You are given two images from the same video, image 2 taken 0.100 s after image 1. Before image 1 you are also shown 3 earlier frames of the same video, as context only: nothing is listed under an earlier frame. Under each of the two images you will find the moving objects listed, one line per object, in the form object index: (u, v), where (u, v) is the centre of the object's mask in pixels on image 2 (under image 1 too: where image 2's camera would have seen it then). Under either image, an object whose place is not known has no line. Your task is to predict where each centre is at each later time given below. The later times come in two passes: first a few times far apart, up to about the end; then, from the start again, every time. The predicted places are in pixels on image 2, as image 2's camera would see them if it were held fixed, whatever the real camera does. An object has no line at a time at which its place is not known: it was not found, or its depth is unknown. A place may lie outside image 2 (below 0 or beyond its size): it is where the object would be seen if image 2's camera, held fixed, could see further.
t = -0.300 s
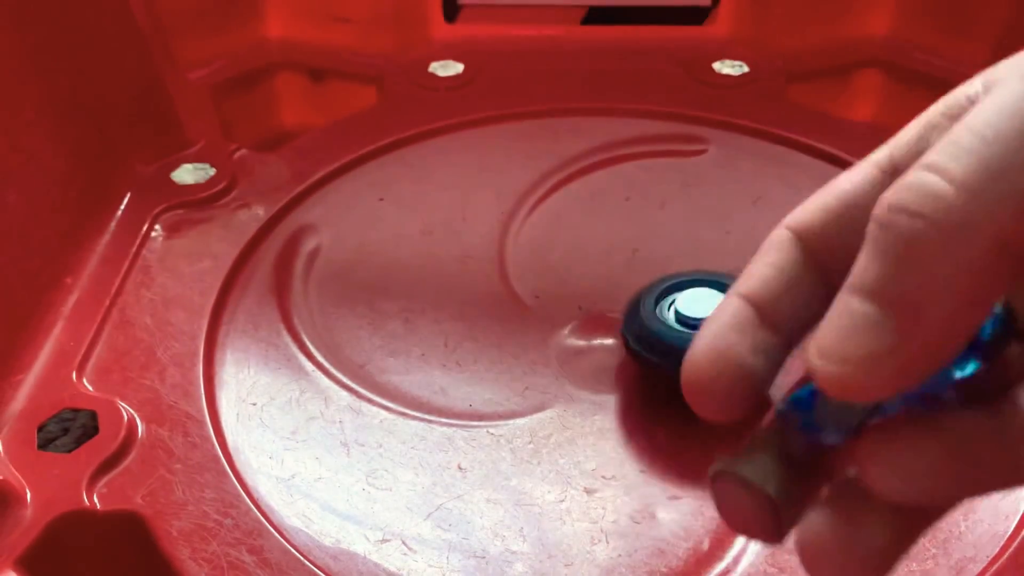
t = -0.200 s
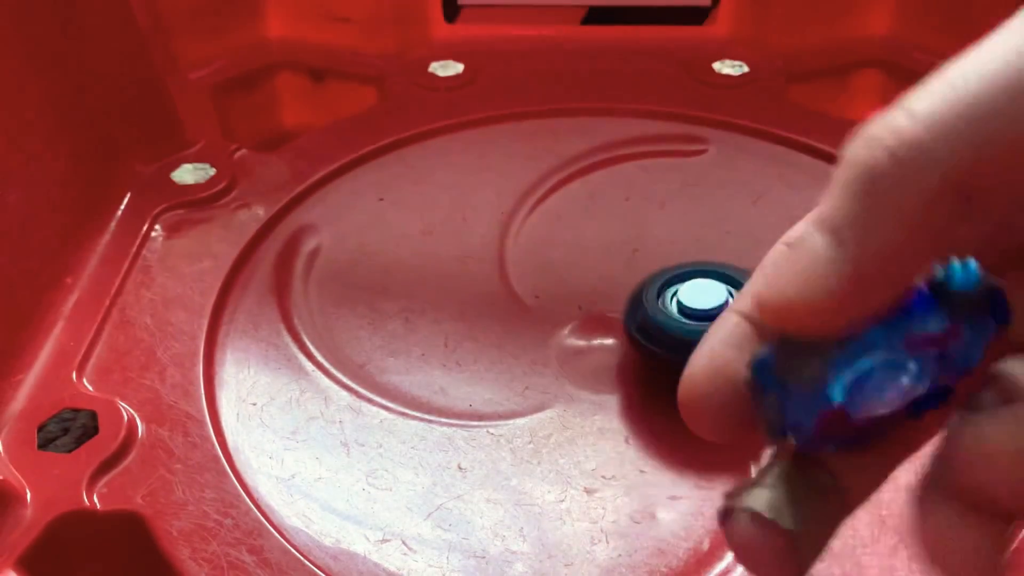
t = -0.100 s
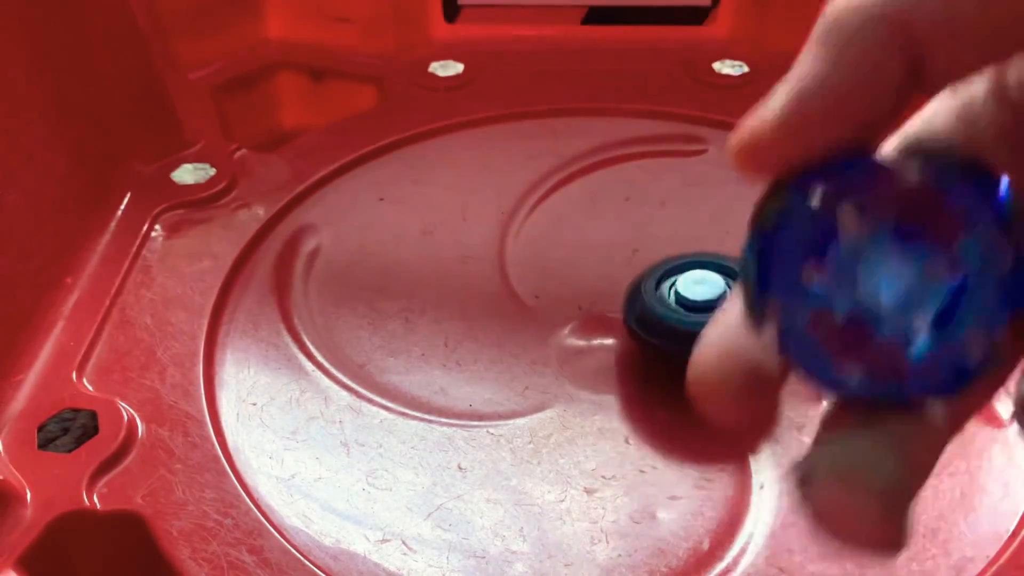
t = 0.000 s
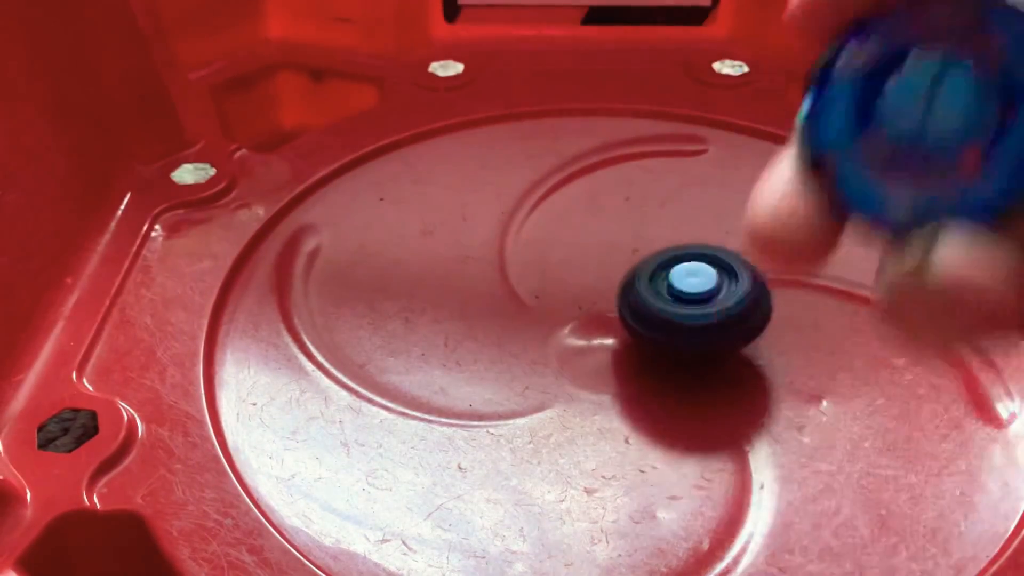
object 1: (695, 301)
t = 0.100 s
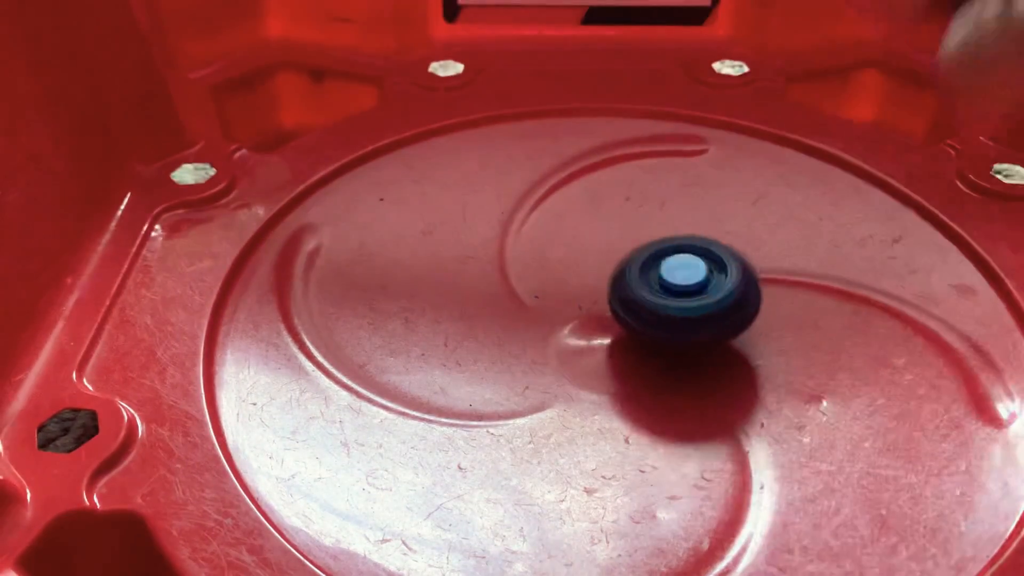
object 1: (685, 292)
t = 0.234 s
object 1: (667, 282)
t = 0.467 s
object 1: (635, 267)
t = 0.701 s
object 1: (600, 263)
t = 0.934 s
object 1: (568, 269)
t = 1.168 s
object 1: (548, 285)
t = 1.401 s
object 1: (543, 307)
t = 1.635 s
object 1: (555, 331)
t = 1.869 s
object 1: (583, 348)
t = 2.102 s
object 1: (620, 356)
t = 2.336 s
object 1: (658, 353)
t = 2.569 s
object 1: (681, 338)
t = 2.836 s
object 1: (692, 314)
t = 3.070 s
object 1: (679, 295)
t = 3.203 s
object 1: (666, 284)
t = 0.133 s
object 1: (681, 289)
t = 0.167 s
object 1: (677, 286)
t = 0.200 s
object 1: (672, 284)
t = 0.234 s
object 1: (667, 282)
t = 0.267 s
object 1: (663, 279)
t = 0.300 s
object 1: (658, 276)
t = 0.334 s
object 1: (653, 274)
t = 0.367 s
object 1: (649, 272)
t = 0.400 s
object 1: (644, 270)
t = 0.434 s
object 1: (640, 269)
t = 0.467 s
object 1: (635, 267)
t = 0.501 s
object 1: (631, 266)
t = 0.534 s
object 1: (625, 266)
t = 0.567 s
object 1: (620, 265)
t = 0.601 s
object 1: (615, 265)
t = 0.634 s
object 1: (610, 264)
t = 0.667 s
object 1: (605, 264)
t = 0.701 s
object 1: (600, 263)
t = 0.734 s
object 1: (595, 264)
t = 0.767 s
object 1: (590, 263)
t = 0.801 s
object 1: (585, 264)
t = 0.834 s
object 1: (581, 265)
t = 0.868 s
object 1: (576, 266)
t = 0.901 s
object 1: (572, 267)
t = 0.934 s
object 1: (568, 269)
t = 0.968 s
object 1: (564, 270)
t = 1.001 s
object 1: (561, 272)
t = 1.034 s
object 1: (558, 275)
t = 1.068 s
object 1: (555, 277)
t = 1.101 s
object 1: (552, 279)
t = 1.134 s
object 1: (550, 282)
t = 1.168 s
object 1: (548, 285)
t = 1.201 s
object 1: (546, 288)
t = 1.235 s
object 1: (545, 291)
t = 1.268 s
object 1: (544, 294)
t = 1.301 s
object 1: (543, 297)
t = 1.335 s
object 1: (542, 300)
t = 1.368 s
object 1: (542, 304)
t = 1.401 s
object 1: (543, 307)
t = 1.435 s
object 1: (543, 310)
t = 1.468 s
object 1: (544, 314)
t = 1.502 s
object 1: (546, 317)
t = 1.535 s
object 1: (548, 320)
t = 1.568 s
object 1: (549, 323)
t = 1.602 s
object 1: (553, 327)
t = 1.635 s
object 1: (555, 331)
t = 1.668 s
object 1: (558, 335)
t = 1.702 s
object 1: (562, 338)
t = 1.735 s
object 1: (566, 340)
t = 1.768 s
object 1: (569, 342)
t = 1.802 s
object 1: (573, 344)
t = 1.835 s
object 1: (578, 346)
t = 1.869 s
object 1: (583, 348)
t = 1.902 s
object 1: (587, 349)
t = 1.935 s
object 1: (593, 351)
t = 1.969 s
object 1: (598, 353)
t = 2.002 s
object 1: (603, 354)
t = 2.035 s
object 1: (609, 355)
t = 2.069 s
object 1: (614, 355)
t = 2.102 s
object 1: (620, 356)
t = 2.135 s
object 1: (626, 356)
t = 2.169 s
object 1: (632, 356)
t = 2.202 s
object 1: (638, 356)
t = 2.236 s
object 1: (643, 355)
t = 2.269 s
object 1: (648, 354)
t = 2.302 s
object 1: (653, 354)
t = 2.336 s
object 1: (658, 353)
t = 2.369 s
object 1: (663, 352)
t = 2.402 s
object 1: (666, 350)
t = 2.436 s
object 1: (671, 347)
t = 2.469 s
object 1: (673, 345)
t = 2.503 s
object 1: (675, 342)
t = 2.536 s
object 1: (678, 340)
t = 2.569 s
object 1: (681, 338)
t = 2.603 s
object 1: (684, 334)
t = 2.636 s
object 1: (686, 331)
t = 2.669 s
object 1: (687, 329)
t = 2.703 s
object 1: (689, 325)
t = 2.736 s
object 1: (690, 323)
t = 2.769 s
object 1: (691, 320)
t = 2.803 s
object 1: (691, 317)
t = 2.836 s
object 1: (692, 314)
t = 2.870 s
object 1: (691, 312)
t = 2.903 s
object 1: (690, 309)
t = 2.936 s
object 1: (689, 306)
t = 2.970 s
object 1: (687, 303)
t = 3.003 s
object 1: (685, 301)
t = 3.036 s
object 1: (682, 298)
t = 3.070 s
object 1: (679, 295)
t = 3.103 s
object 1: (676, 292)
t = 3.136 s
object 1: (673, 290)
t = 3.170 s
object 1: (670, 287)
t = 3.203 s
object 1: (666, 284)
